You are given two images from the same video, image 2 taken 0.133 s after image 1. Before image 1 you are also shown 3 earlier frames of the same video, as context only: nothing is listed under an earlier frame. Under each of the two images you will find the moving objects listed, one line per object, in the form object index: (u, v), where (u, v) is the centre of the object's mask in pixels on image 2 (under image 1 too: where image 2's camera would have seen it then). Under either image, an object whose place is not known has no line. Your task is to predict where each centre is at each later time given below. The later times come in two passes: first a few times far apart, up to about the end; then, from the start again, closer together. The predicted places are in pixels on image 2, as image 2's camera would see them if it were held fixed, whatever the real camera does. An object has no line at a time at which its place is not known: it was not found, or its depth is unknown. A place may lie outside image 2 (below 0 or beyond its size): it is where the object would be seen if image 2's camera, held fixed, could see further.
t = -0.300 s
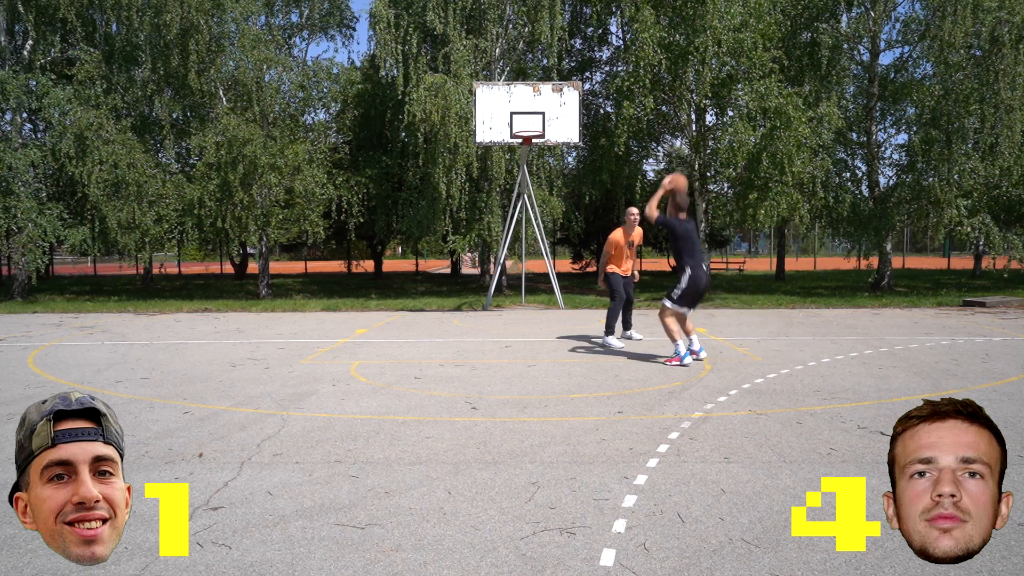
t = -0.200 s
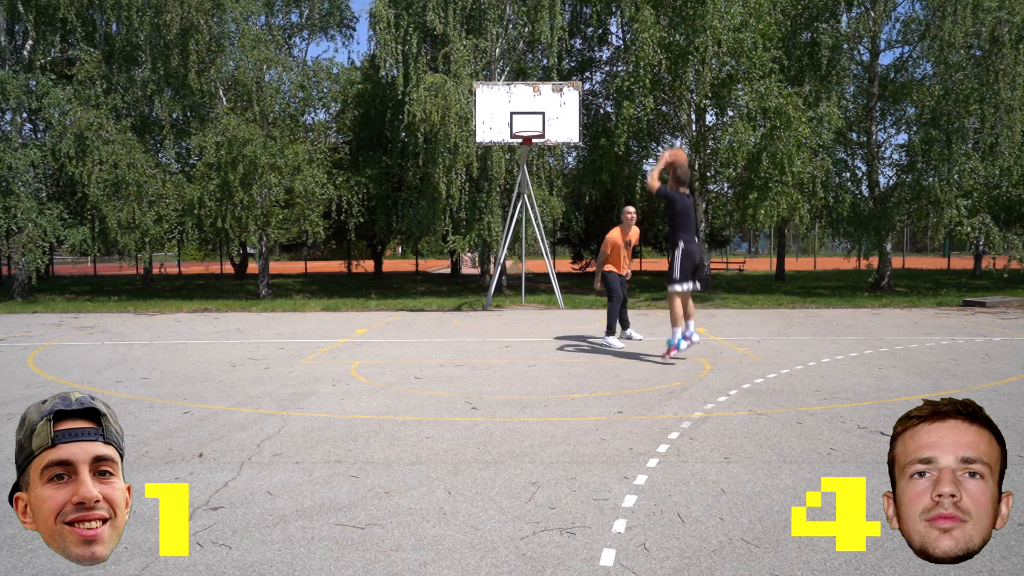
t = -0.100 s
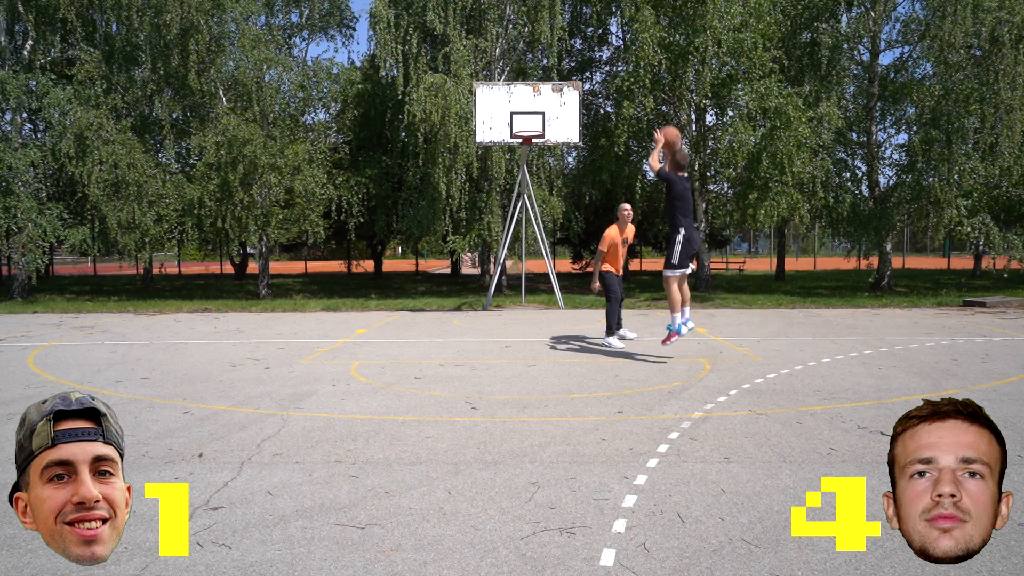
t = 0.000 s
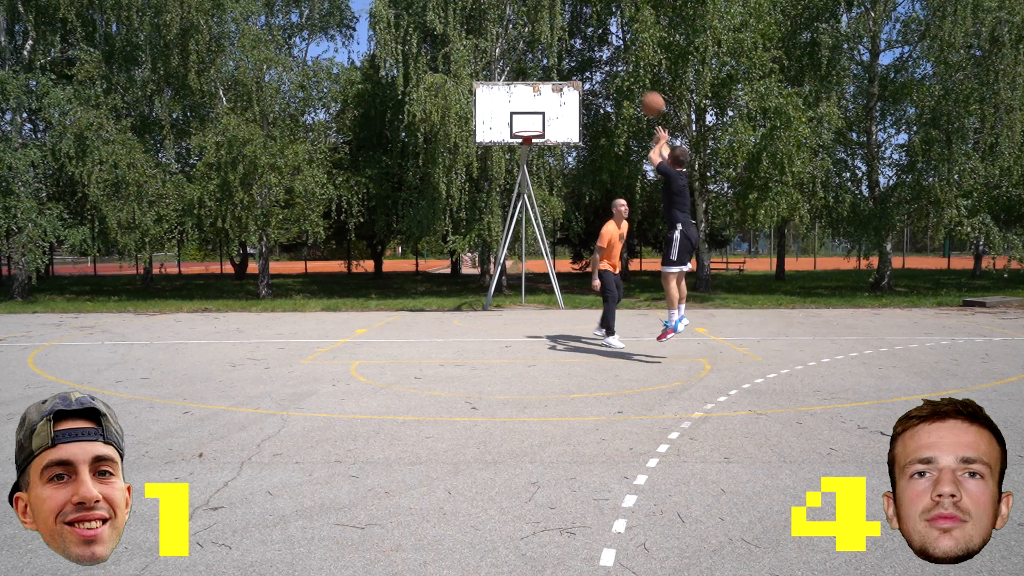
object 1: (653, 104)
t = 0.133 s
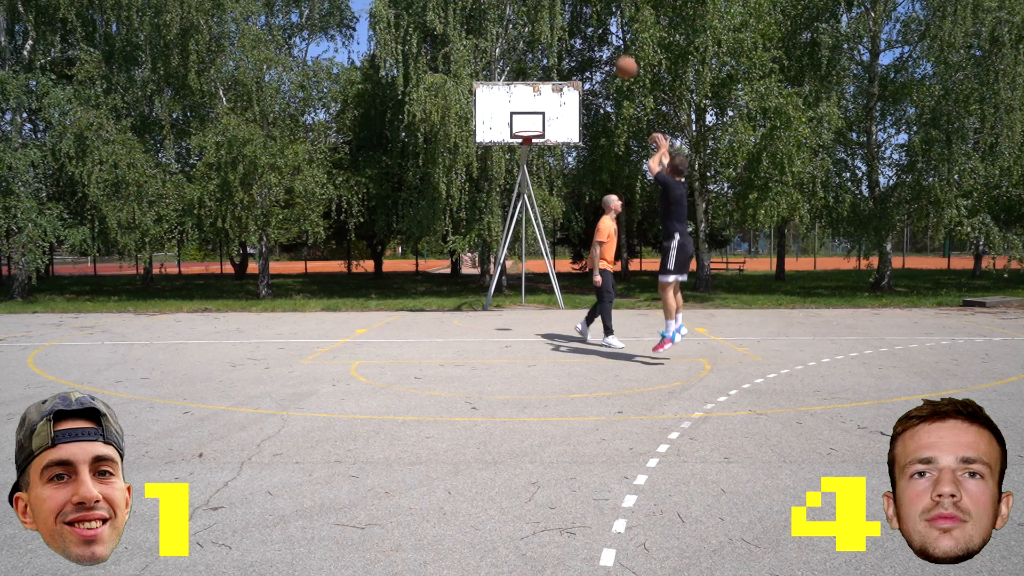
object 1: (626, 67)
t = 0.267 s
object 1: (603, 50)
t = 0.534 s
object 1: (566, 57)
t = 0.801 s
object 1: (538, 108)
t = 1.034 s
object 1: (522, 174)
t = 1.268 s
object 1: (513, 271)
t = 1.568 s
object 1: (503, 245)
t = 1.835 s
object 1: (497, 188)
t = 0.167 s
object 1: (620, 61)
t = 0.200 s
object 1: (614, 56)
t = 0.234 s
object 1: (608, 52)
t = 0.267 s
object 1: (603, 50)
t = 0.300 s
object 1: (598, 48)
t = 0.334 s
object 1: (593, 46)
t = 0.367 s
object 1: (588, 47)
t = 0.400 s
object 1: (584, 47)
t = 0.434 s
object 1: (580, 49)
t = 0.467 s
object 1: (575, 51)
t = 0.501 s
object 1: (571, 53)
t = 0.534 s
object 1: (566, 57)
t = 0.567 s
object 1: (563, 61)
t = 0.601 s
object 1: (559, 67)
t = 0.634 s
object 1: (555, 72)
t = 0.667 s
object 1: (552, 77)
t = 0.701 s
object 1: (548, 84)
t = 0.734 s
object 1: (544, 92)
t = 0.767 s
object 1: (541, 99)
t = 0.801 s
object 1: (538, 108)
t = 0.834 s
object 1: (535, 116)
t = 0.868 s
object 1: (532, 125)
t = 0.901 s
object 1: (528, 136)
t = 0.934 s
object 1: (527, 143)
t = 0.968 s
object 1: (526, 153)
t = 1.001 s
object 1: (524, 162)
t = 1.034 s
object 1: (522, 174)
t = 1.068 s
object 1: (521, 186)
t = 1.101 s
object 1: (519, 197)
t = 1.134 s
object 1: (518, 212)
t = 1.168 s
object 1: (517, 226)
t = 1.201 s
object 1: (516, 239)
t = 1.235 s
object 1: (514, 253)
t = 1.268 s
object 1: (513, 271)
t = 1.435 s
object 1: (506, 288)
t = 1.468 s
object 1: (506, 278)
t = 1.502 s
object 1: (506, 266)
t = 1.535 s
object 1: (504, 255)
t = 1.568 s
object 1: (503, 245)
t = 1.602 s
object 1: (502, 236)
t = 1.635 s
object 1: (502, 227)
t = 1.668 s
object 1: (501, 219)
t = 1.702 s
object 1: (500, 211)
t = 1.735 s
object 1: (500, 205)
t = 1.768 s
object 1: (499, 198)
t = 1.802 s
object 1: (498, 193)
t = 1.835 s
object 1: (497, 188)
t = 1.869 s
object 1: (496, 184)
